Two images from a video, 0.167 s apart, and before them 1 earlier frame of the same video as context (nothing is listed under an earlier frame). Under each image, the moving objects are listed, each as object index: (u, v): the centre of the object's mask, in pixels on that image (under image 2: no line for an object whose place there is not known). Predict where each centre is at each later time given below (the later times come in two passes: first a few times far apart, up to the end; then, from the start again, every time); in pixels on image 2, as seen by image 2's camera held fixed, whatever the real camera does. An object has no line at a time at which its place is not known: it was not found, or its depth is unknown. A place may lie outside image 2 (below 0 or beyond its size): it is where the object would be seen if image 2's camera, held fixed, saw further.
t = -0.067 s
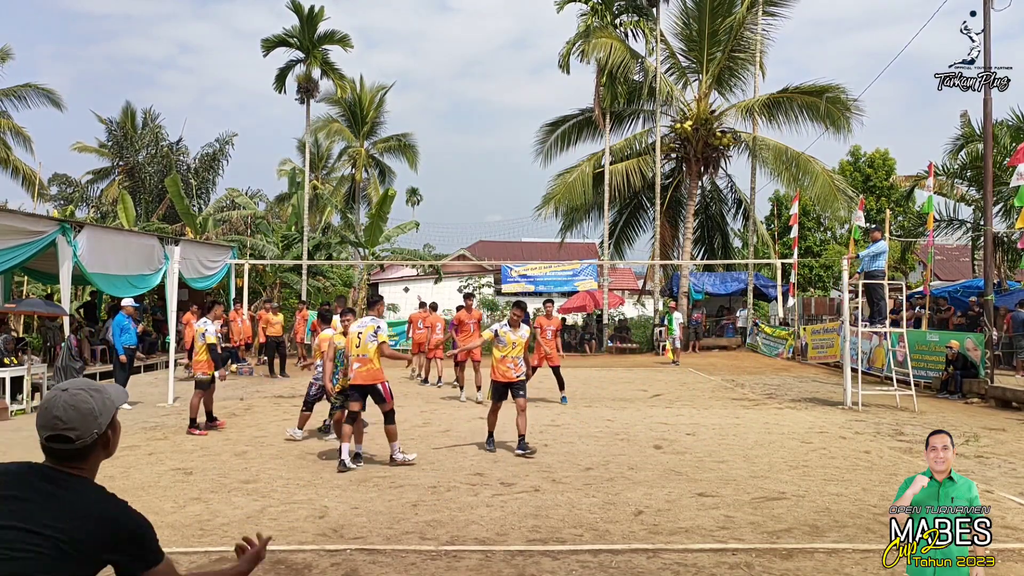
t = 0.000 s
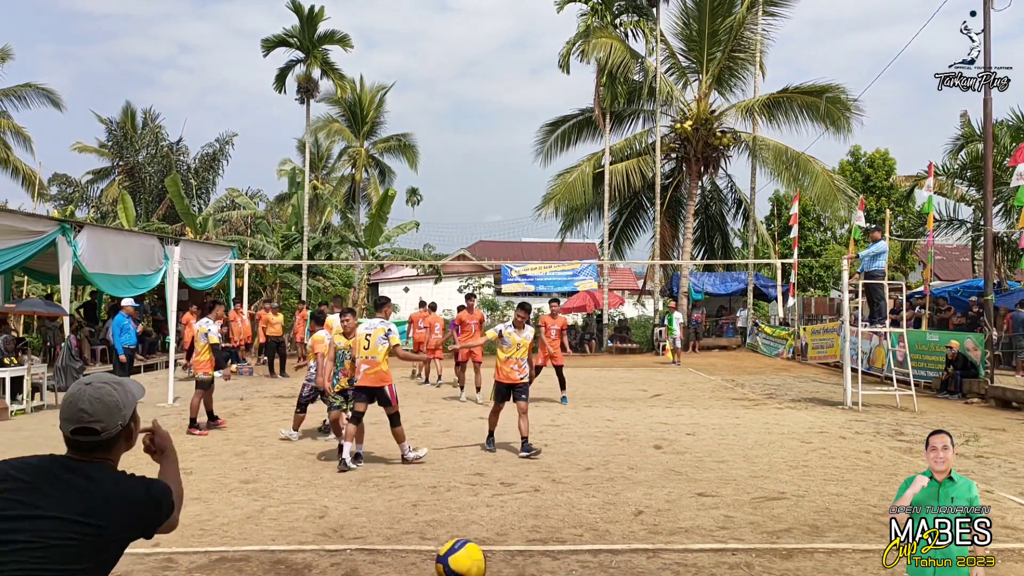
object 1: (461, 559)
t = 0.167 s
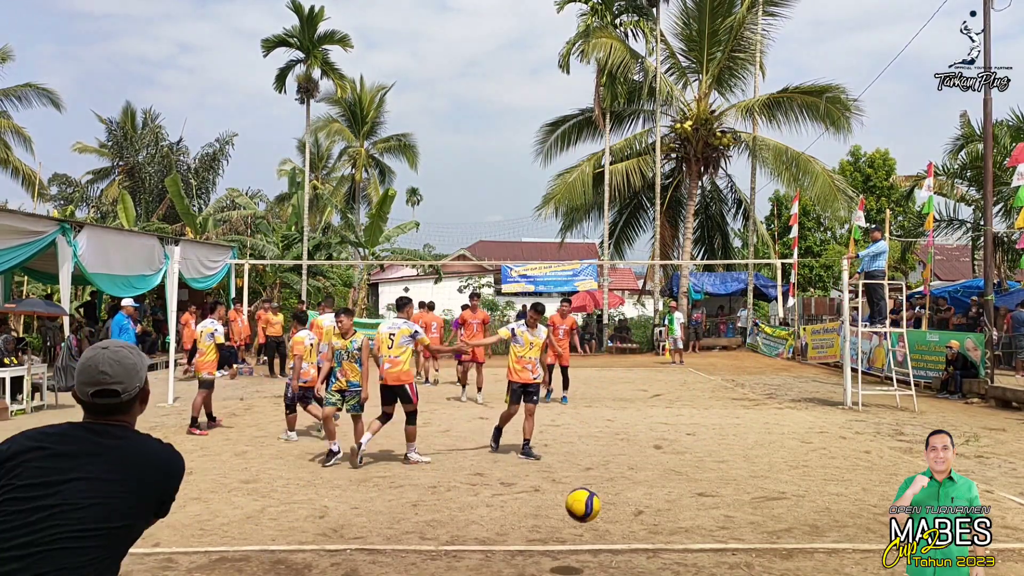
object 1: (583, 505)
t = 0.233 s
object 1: (612, 503)
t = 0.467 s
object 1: (665, 439)
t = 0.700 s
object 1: (693, 410)
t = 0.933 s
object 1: (713, 435)
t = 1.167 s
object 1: (726, 404)
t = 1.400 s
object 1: (735, 403)
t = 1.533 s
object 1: (740, 392)
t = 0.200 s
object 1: (598, 503)
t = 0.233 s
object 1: (612, 503)
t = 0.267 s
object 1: (625, 505)
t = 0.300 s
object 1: (636, 509)
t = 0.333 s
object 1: (643, 495)
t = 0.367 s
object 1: (649, 477)
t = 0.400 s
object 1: (655, 462)
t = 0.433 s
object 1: (660, 449)
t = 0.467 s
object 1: (665, 439)
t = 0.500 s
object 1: (670, 430)
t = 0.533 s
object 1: (674, 423)
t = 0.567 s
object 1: (679, 418)
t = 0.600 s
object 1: (683, 414)
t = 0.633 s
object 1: (687, 411)
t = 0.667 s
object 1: (690, 410)
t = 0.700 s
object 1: (693, 410)
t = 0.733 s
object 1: (697, 411)
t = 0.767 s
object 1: (700, 413)
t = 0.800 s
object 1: (702, 416)
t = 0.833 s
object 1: (705, 421)
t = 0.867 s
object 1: (708, 425)
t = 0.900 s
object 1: (711, 431)
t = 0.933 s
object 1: (713, 435)
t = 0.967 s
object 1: (715, 427)
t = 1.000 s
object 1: (717, 421)
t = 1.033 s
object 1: (719, 415)
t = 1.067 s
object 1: (720, 411)
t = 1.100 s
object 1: (722, 407)
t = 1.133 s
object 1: (724, 405)
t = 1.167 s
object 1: (726, 404)
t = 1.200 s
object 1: (727, 403)
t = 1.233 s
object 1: (728, 403)
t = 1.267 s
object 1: (730, 404)
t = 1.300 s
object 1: (731, 406)
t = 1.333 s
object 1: (732, 408)
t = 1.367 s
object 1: (734, 407)
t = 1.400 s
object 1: (735, 403)
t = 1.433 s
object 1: (736, 399)
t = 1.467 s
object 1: (738, 396)
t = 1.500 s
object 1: (739, 394)
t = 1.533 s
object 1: (740, 392)
